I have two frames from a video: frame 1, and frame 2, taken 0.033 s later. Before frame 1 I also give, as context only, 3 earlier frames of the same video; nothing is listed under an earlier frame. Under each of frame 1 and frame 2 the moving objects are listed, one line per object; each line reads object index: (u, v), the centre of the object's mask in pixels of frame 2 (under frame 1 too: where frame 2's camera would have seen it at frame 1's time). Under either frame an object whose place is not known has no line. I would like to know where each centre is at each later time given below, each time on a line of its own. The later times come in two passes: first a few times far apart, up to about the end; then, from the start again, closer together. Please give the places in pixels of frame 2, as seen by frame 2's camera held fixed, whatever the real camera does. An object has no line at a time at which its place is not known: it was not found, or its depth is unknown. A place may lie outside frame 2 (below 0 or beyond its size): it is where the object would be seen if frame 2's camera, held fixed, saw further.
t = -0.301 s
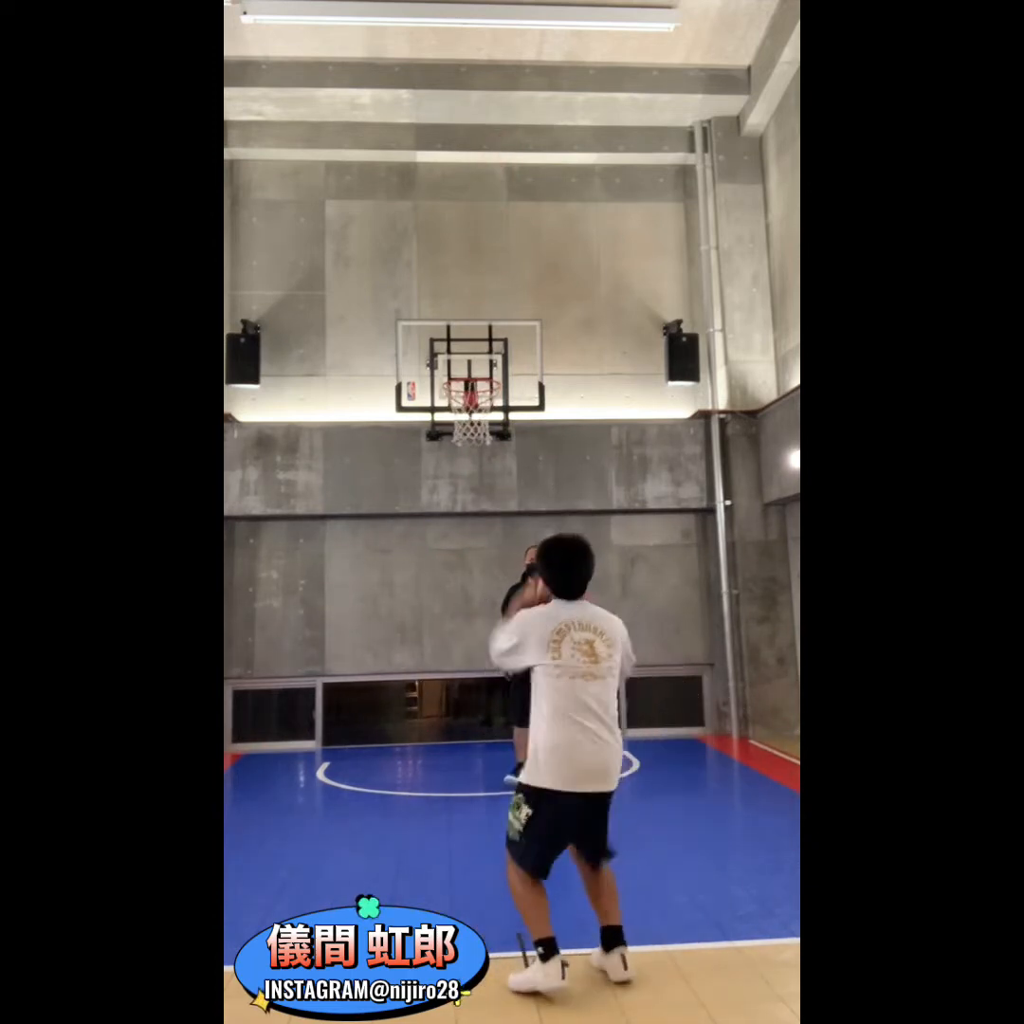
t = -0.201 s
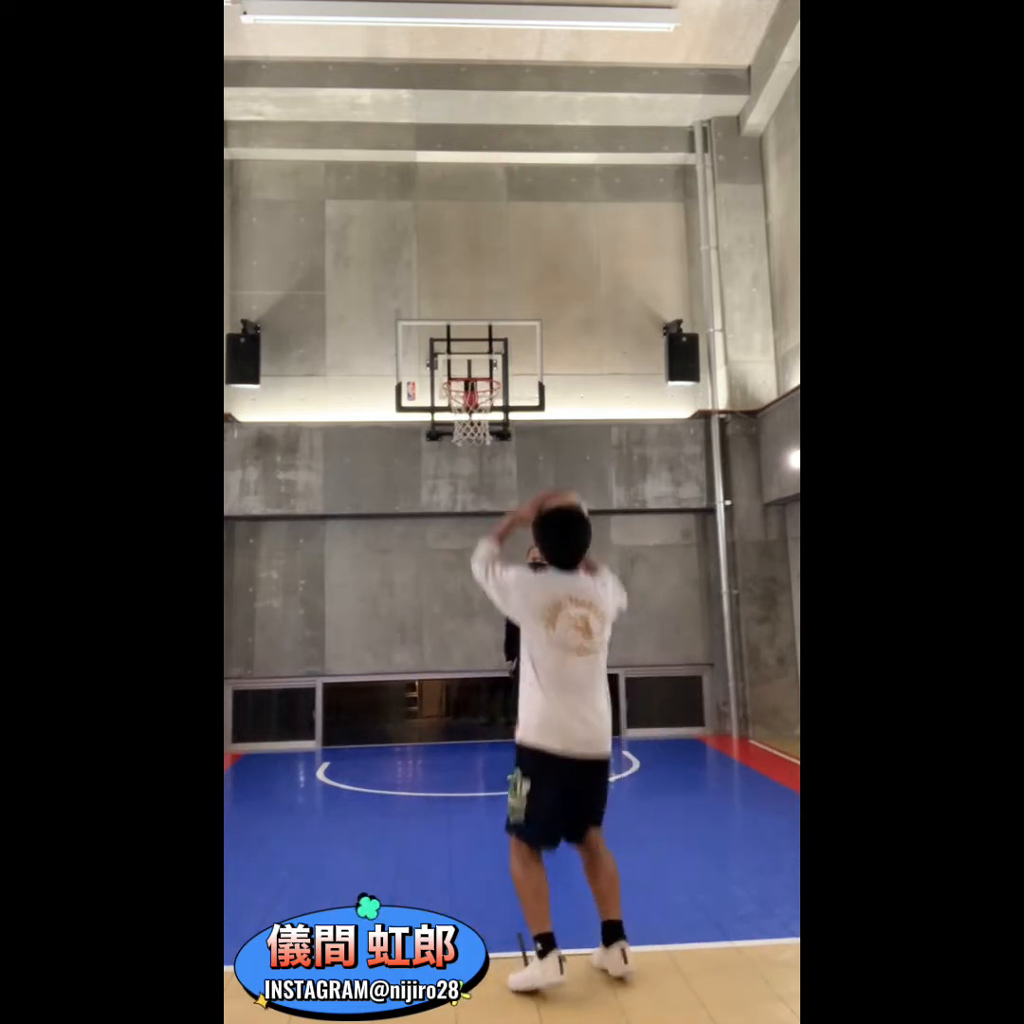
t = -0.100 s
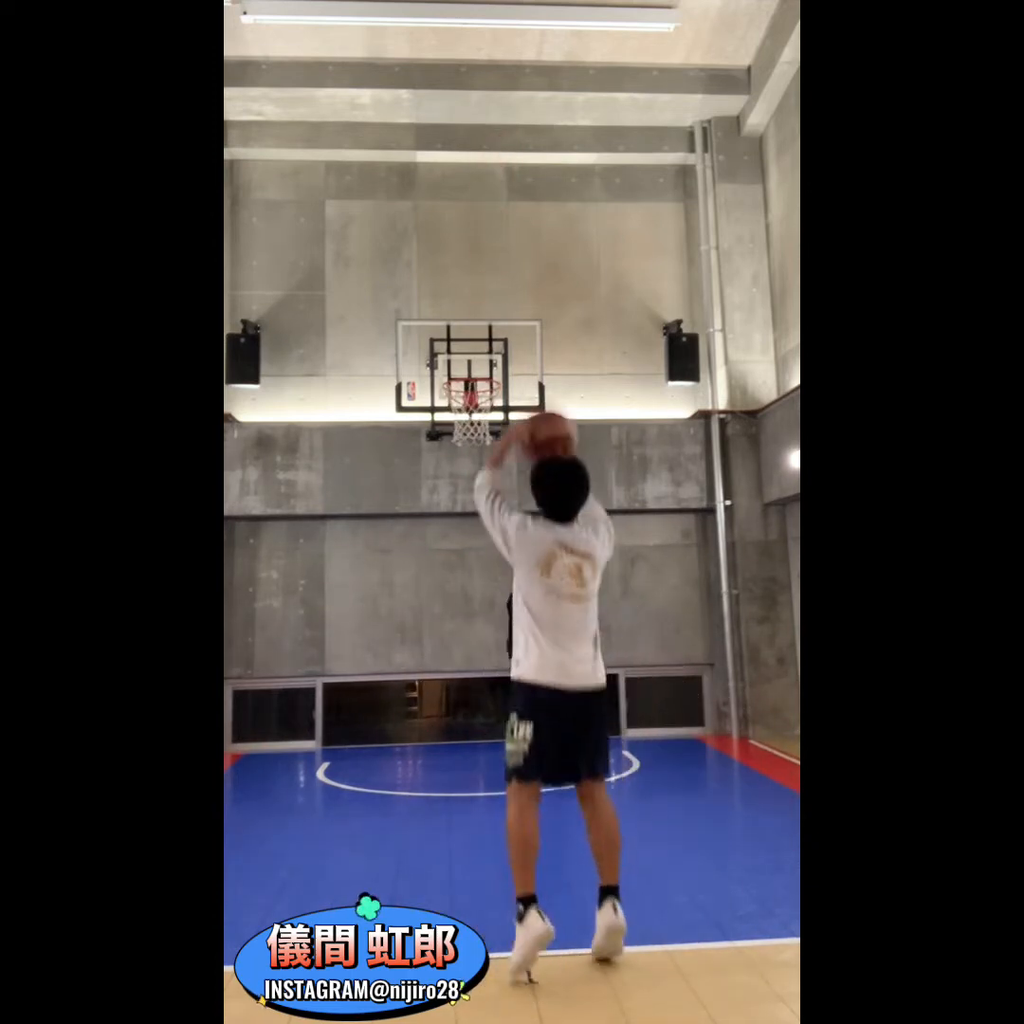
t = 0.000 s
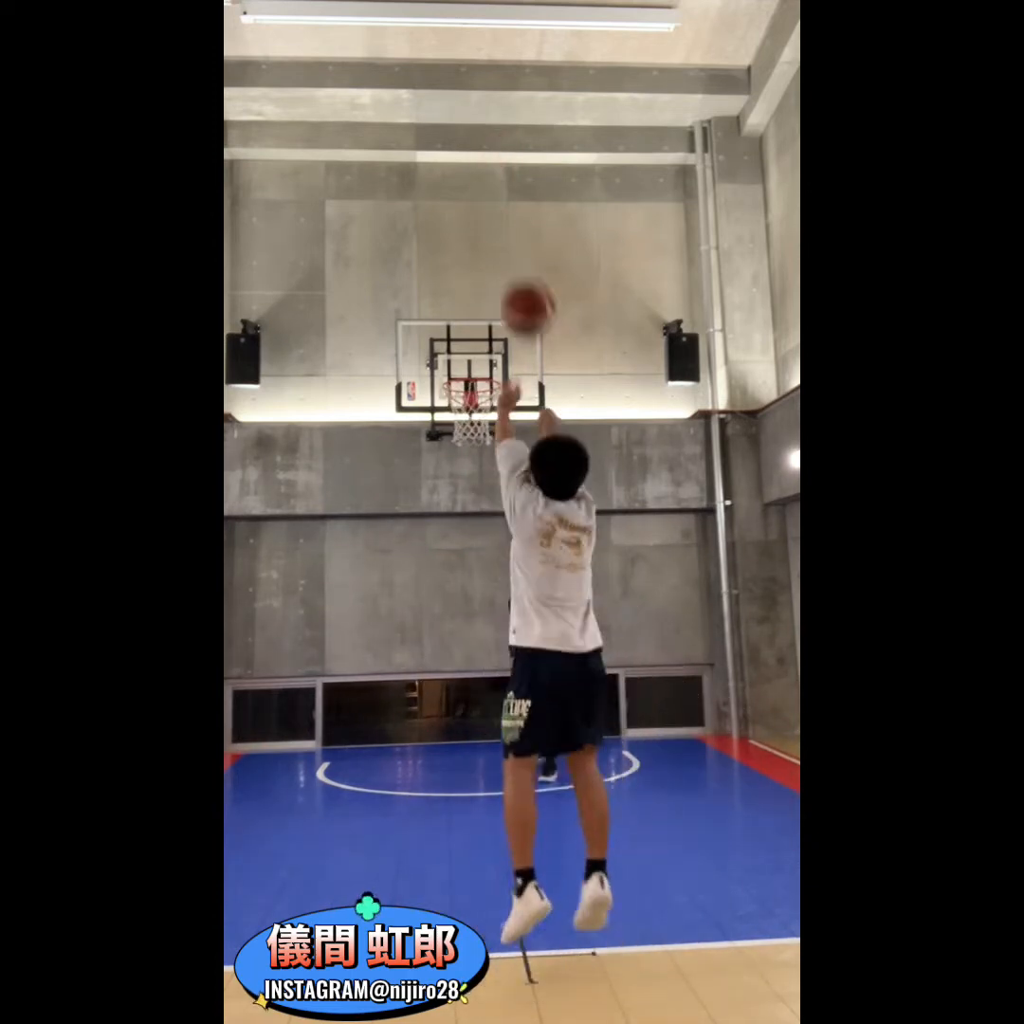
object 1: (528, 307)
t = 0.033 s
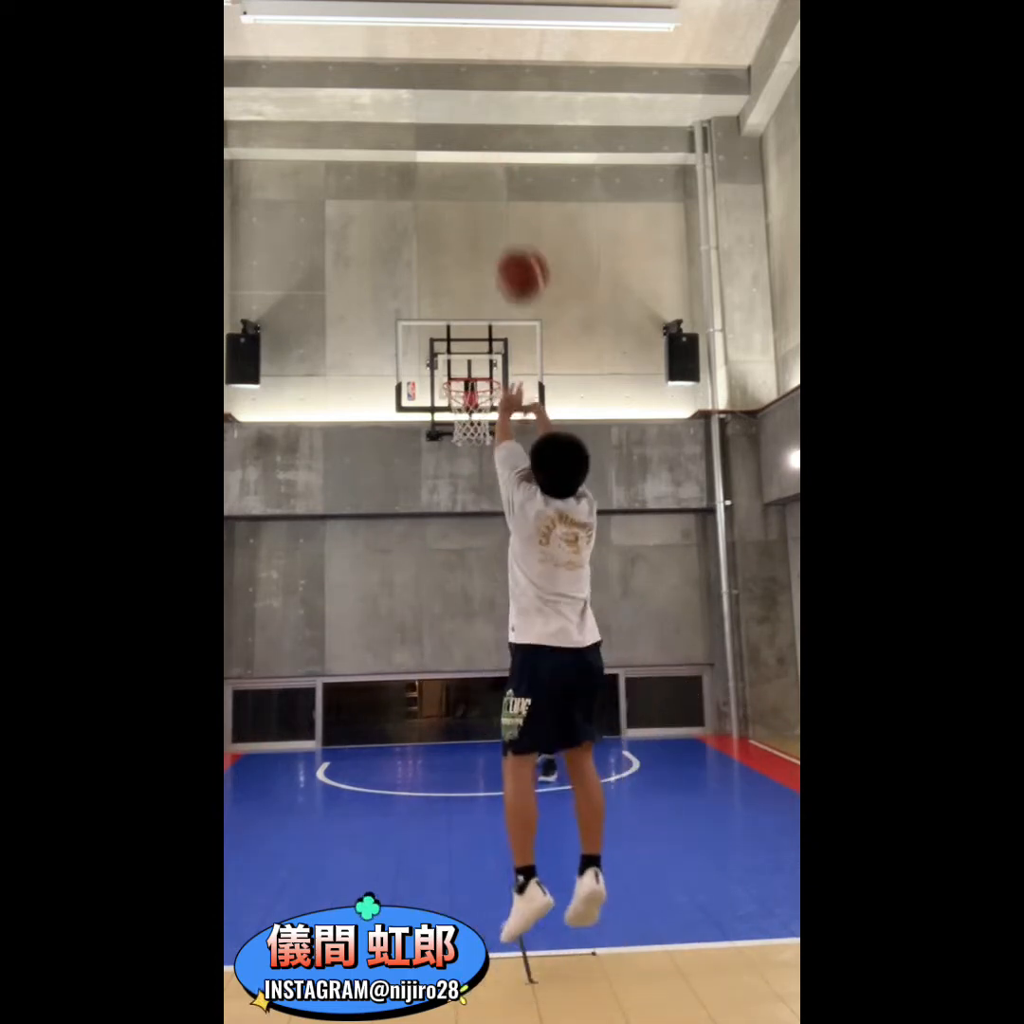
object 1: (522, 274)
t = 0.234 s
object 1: (495, 150)
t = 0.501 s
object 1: (472, 128)
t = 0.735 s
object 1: (460, 192)
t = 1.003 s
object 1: (451, 324)
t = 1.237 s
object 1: (465, 375)
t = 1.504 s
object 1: (485, 365)
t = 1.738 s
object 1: (480, 368)
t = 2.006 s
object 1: (456, 414)
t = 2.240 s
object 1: (459, 470)
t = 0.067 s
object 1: (518, 243)
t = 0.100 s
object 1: (513, 219)
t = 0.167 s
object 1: (503, 180)
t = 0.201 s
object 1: (499, 163)
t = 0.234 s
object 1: (495, 150)
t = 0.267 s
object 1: (492, 140)
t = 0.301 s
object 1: (489, 132)
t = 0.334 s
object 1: (485, 127)
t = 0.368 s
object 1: (483, 123)
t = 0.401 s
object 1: (480, 121)
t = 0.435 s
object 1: (477, 122)
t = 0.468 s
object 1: (475, 124)
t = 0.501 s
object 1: (472, 128)
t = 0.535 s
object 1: (470, 133)
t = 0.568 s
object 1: (467, 139)
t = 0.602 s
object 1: (466, 147)
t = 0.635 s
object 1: (464, 156)
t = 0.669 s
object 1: (463, 166)
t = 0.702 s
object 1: (461, 178)
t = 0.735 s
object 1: (460, 192)
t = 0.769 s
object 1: (458, 206)
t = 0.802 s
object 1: (456, 219)
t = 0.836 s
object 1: (455, 234)
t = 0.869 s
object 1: (454, 251)
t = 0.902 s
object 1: (453, 267)
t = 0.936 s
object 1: (453, 286)
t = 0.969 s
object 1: (452, 304)
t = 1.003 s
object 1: (451, 324)
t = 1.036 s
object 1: (450, 345)
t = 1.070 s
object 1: (446, 366)
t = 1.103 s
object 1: (449, 370)
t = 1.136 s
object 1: (454, 371)
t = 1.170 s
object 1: (458, 371)
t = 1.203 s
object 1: (462, 374)
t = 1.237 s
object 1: (465, 375)
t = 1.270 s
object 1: (468, 373)
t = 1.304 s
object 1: (470, 371)
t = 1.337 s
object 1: (472, 368)
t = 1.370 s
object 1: (475, 365)
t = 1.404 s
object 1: (478, 364)
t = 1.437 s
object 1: (480, 363)
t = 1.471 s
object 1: (482, 364)
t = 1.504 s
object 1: (485, 365)
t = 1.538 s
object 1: (487, 368)
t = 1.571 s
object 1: (490, 372)
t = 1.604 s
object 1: (489, 372)
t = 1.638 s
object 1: (486, 370)
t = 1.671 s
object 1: (484, 369)
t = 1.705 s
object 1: (482, 368)
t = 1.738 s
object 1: (480, 368)
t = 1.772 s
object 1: (477, 370)
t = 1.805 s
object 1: (474, 373)
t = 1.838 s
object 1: (471, 377)
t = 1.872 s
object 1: (466, 386)
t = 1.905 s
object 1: (464, 396)
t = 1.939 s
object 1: (459, 400)
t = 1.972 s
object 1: (458, 407)
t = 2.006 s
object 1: (456, 414)
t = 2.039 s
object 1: (454, 418)
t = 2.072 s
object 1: (456, 424)
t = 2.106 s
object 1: (456, 433)
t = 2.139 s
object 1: (456, 438)
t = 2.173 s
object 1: (457, 450)
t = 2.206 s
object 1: (458, 459)
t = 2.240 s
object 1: (459, 470)
